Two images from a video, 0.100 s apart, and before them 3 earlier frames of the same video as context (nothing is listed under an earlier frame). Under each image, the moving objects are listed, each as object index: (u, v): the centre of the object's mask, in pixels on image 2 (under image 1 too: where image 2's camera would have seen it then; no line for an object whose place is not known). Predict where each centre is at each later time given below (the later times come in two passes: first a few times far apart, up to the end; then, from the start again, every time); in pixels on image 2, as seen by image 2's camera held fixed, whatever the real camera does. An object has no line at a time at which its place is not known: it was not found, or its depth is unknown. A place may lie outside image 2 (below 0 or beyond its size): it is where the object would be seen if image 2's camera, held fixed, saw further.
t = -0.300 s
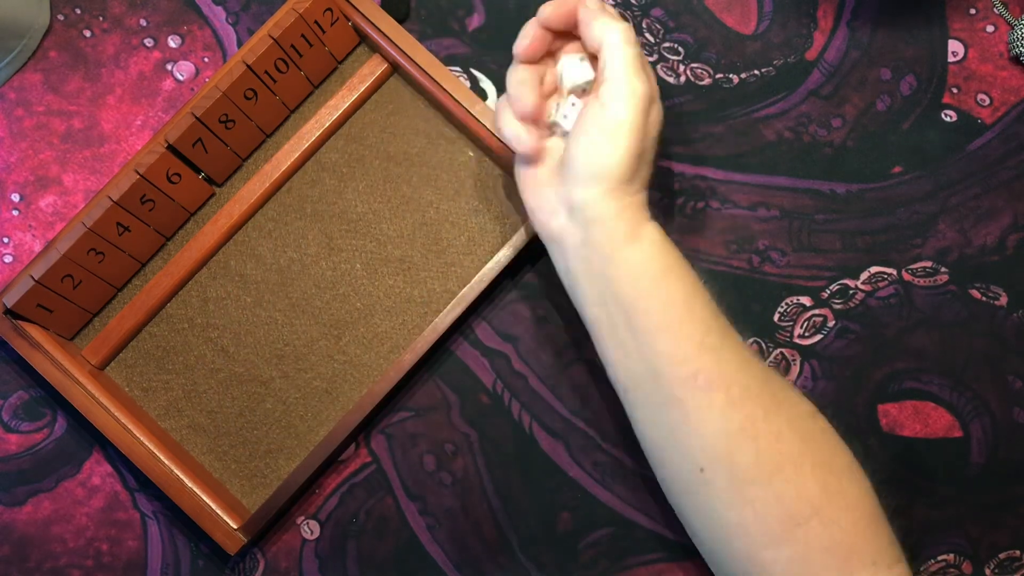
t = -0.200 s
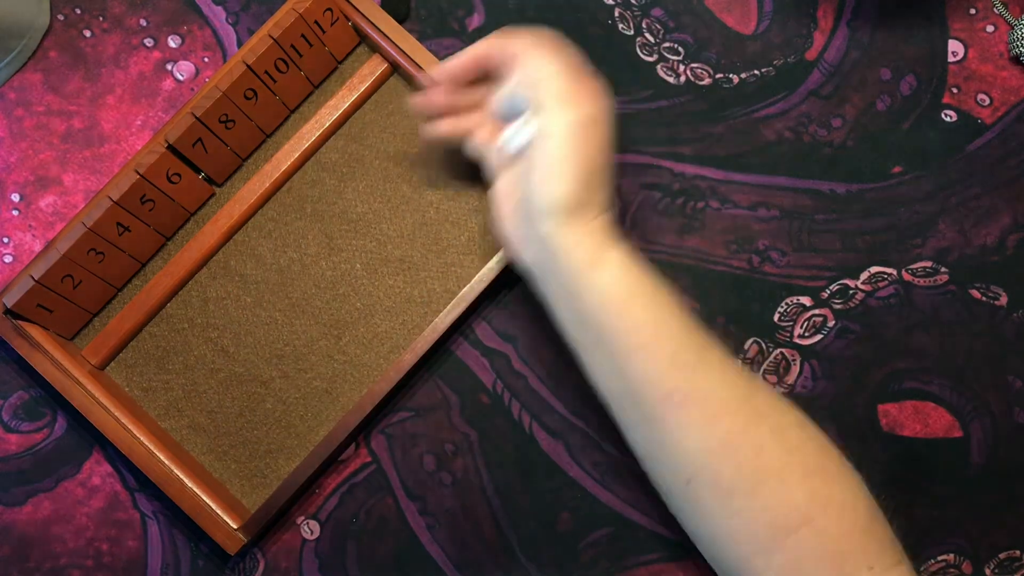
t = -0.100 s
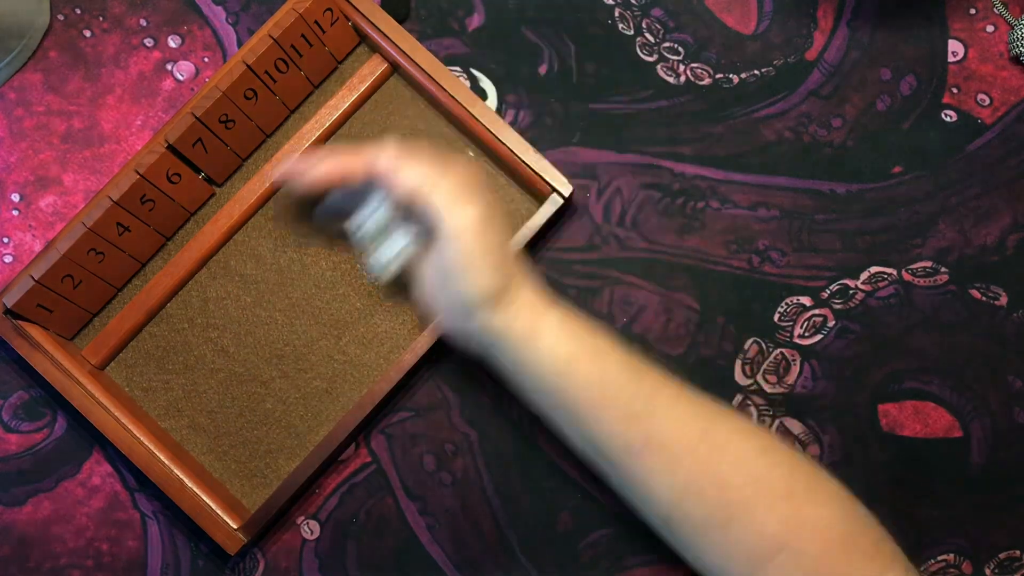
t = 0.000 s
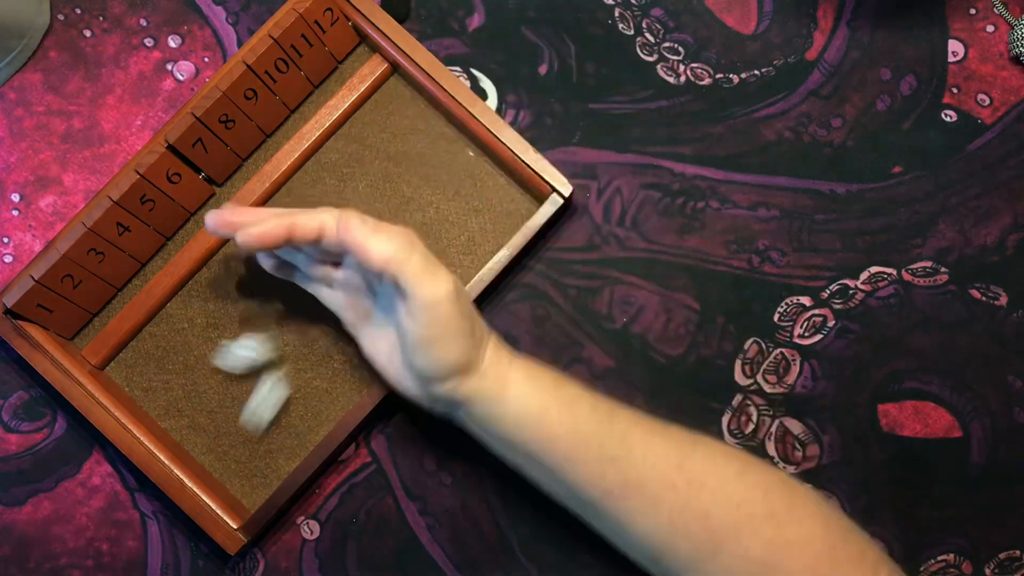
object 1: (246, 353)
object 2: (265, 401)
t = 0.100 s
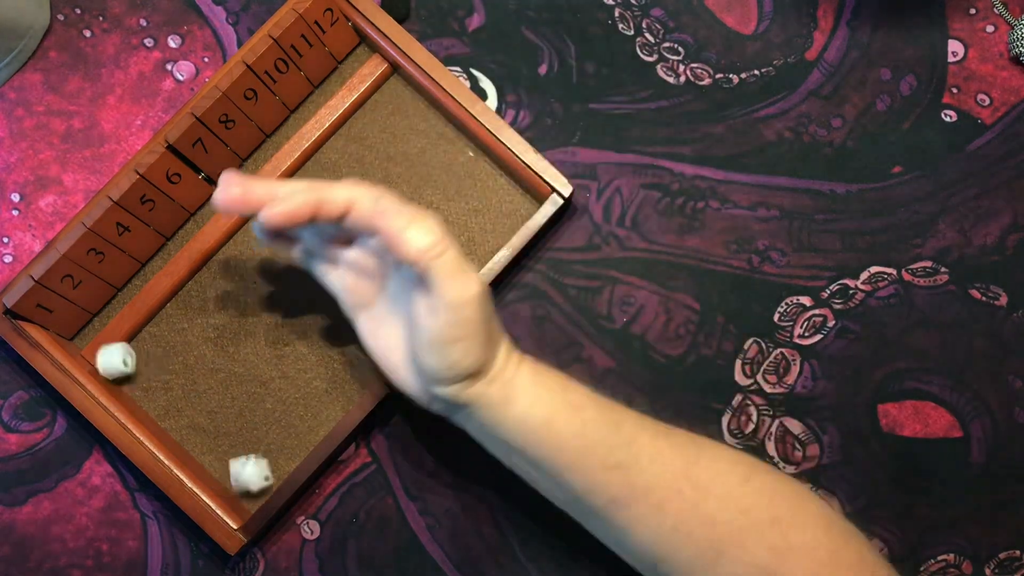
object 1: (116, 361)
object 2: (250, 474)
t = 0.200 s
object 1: (146, 356)
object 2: (269, 473)
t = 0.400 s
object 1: (202, 350)
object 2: (255, 436)
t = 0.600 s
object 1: (218, 355)
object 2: (254, 433)
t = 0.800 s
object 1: (218, 355)
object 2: (254, 433)
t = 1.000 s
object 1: (218, 355)
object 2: (254, 433)
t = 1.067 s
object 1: (218, 355)
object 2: (254, 433)
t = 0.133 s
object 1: (122, 359)
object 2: (259, 477)
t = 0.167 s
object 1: (134, 359)
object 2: (264, 478)
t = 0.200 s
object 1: (146, 356)
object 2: (269, 473)
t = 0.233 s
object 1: (158, 353)
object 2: (268, 465)
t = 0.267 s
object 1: (170, 350)
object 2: (263, 458)
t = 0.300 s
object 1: (180, 351)
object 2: (260, 450)
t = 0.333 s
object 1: (189, 350)
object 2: (258, 443)
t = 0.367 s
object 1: (198, 350)
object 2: (257, 440)
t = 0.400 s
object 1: (202, 350)
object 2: (255, 436)
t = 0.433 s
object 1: (206, 354)
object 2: (254, 433)
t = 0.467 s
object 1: (209, 354)
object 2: (254, 433)
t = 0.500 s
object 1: (212, 356)
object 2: (254, 433)
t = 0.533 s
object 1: (215, 356)
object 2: (254, 433)
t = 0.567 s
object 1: (217, 355)
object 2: (254, 433)
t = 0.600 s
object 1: (218, 355)
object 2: (254, 433)
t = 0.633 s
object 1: (218, 355)
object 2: (254, 433)
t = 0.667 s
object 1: (218, 355)
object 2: (254, 433)
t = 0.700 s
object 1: (218, 355)
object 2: (254, 433)
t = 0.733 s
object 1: (218, 355)
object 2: (254, 433)
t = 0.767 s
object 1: (218, 355)
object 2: (254, 433)
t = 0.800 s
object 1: (218, 355)
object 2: (254, 433)
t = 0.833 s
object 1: (218, 355)
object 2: (254, 433)
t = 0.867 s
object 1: (218, 355)
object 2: (254, 433)
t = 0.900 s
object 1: (218, 355)
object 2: (254, 433)
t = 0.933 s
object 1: (218, 355)
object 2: (254, 433)
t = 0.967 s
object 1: (218, 355)
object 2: (254, 433)
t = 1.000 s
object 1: (218, 355)
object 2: (254, 433)
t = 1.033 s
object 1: (218, 355)
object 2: (254, 433)
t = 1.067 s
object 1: (218, 355)
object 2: (254, 433)
